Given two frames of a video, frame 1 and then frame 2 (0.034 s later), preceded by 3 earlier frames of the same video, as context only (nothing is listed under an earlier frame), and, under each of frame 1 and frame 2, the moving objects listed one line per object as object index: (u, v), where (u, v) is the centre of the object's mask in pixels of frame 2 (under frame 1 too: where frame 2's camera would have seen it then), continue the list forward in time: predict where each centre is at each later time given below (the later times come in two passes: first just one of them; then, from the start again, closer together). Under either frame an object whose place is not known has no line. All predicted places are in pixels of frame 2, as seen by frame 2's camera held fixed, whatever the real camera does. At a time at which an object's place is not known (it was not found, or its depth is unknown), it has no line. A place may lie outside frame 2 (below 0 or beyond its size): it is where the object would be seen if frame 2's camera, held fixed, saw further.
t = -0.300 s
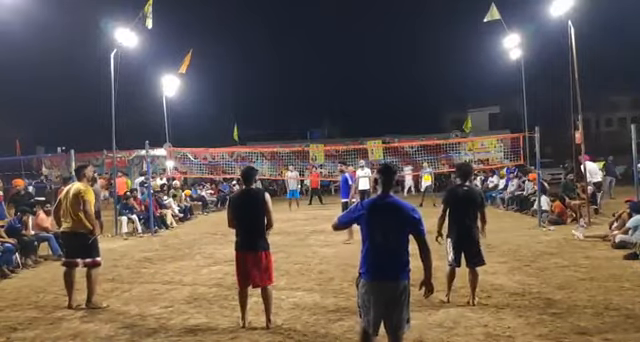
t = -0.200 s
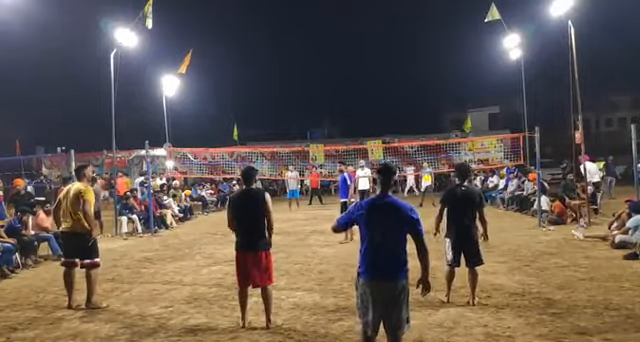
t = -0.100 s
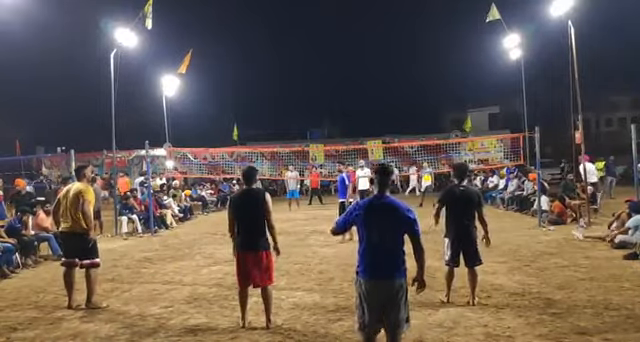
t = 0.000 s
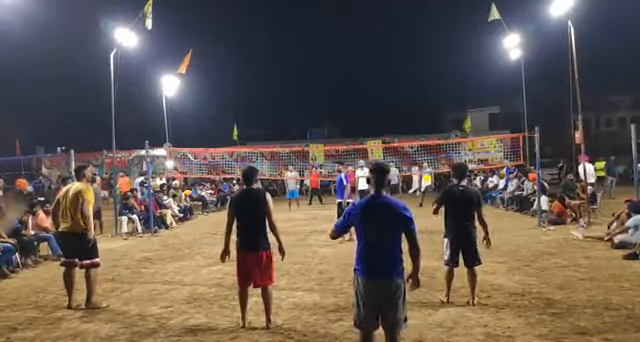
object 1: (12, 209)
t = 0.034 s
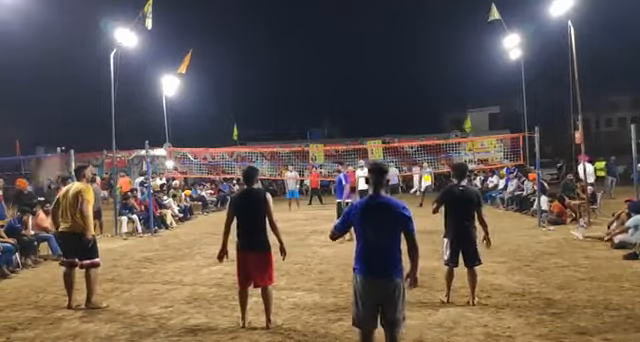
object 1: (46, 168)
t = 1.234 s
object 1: (302, 102)
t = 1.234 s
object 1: (302, 102)
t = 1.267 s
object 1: (303, 108)
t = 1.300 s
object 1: (305, 114)
